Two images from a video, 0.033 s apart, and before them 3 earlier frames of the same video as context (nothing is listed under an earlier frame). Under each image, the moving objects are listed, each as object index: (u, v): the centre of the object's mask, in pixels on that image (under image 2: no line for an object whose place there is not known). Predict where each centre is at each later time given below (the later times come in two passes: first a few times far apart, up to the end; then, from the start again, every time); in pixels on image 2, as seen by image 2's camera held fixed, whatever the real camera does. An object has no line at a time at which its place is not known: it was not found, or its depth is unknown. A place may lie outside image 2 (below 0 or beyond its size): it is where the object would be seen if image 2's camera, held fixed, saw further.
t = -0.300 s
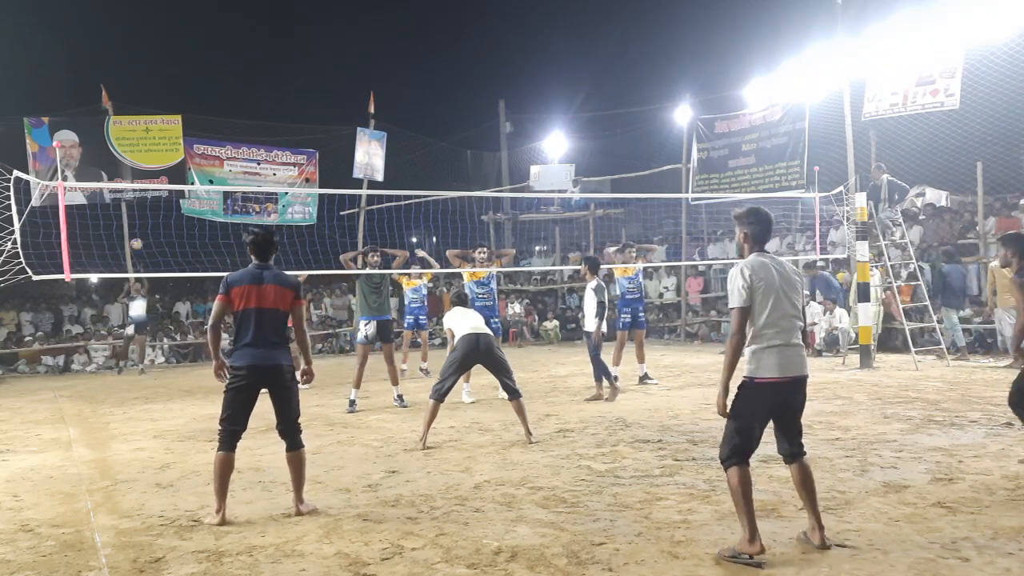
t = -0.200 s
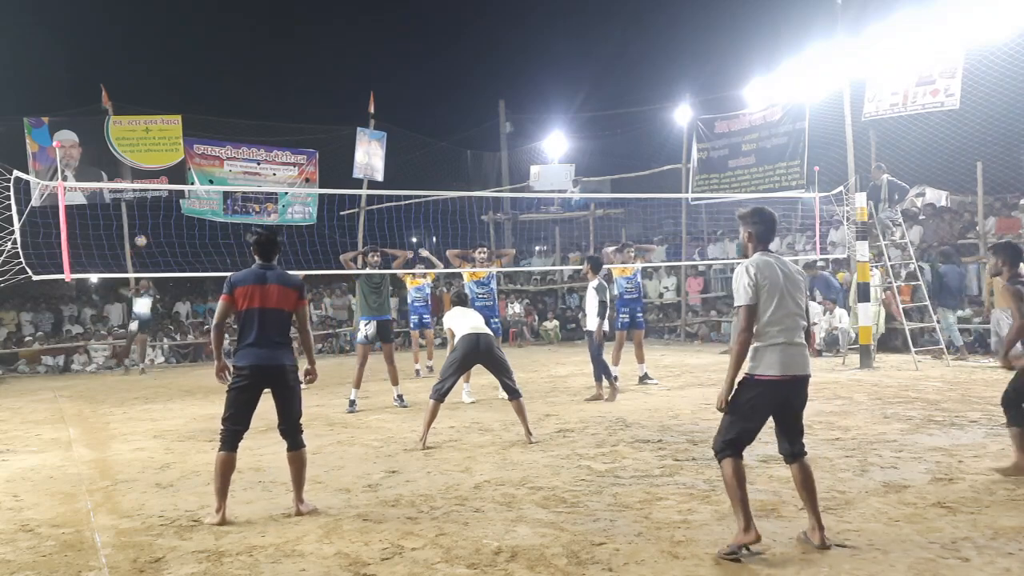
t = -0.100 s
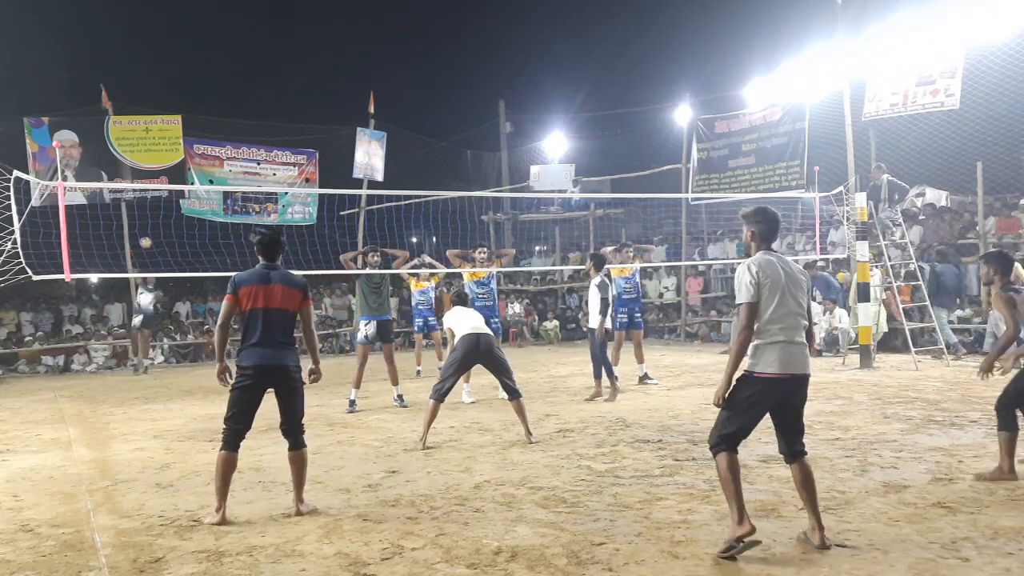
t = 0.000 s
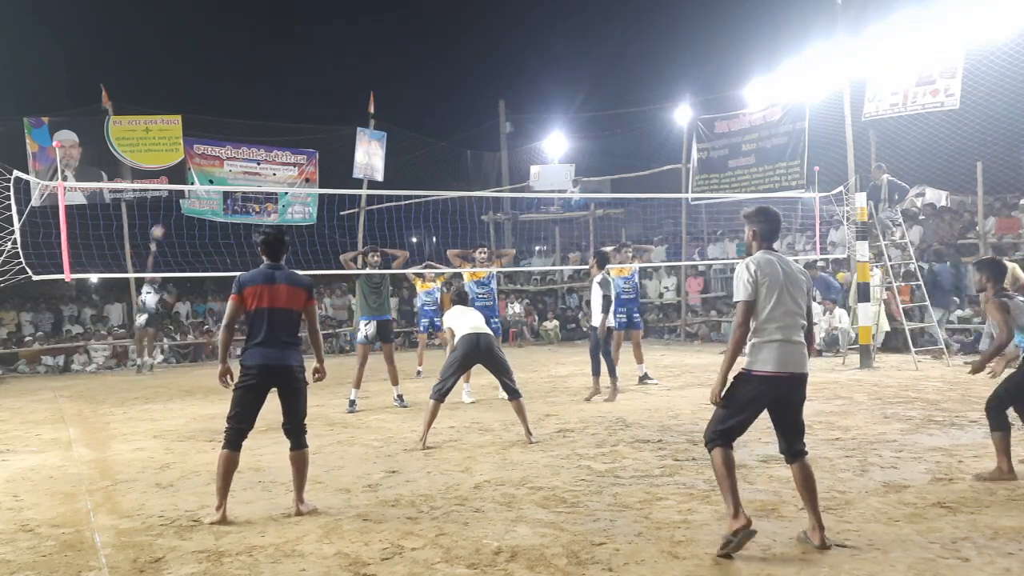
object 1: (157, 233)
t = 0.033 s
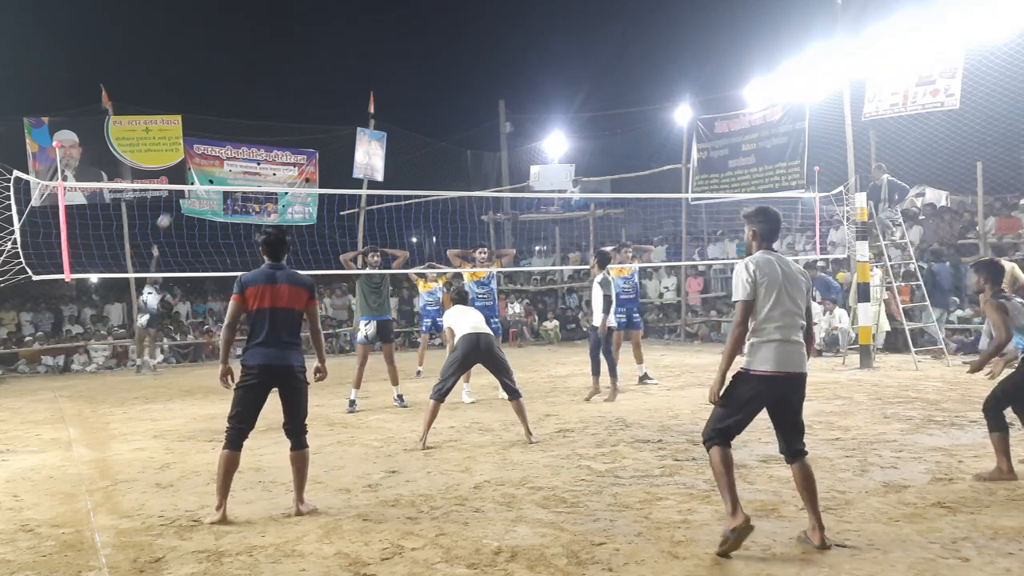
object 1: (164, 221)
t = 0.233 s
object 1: (210, 158)
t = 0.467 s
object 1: (279, 98)
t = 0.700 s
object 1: (374, 69)
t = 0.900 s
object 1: (487, 81)
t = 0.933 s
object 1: (510, 87)
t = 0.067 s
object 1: (171, 210)
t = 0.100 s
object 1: (178, 198)
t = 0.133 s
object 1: (186, 182)
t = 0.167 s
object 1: (191, 178)
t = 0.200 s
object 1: (202, 163)
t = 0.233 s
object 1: (210, 158)
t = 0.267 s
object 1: (220, 146)
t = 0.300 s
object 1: (228, 138)
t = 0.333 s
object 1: (238, 129)
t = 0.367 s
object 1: (247, 121)
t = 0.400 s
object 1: (257, 113)
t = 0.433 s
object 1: (267, 106)
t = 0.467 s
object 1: (279, 98)
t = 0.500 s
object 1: (290, 92)
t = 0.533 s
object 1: (302, 87)
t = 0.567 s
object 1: (316, 82)
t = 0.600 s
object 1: (329, 77)
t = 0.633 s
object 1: (343, 74)
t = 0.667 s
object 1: (359, 71)
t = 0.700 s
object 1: (374, 69)
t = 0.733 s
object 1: (390, 69)
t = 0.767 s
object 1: (408, 69)
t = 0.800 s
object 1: (427, 71)
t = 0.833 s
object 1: (446, 73)
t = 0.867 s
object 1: (466, 76)
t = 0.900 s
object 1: (487, 81)
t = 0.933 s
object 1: (510, 87)
